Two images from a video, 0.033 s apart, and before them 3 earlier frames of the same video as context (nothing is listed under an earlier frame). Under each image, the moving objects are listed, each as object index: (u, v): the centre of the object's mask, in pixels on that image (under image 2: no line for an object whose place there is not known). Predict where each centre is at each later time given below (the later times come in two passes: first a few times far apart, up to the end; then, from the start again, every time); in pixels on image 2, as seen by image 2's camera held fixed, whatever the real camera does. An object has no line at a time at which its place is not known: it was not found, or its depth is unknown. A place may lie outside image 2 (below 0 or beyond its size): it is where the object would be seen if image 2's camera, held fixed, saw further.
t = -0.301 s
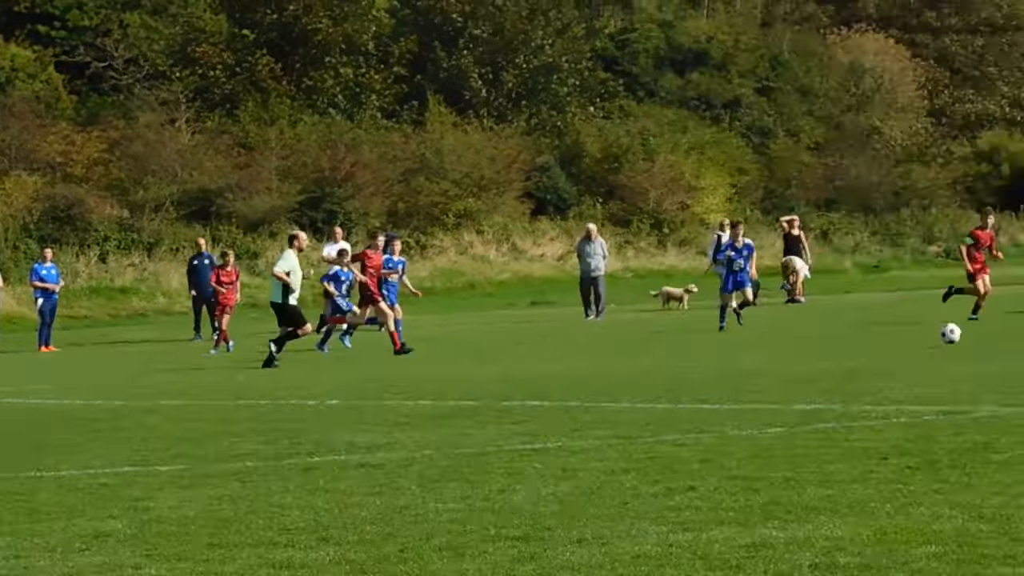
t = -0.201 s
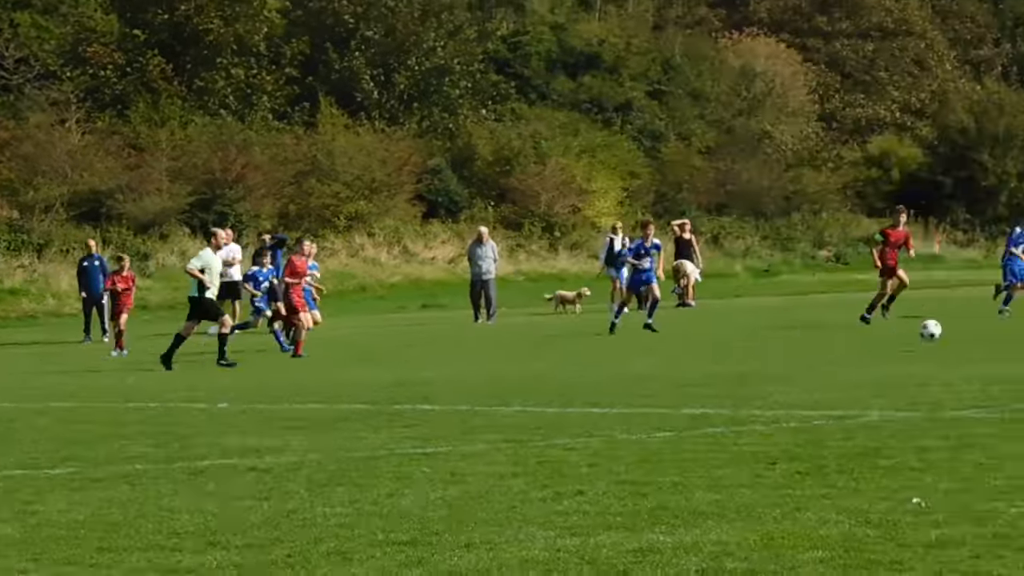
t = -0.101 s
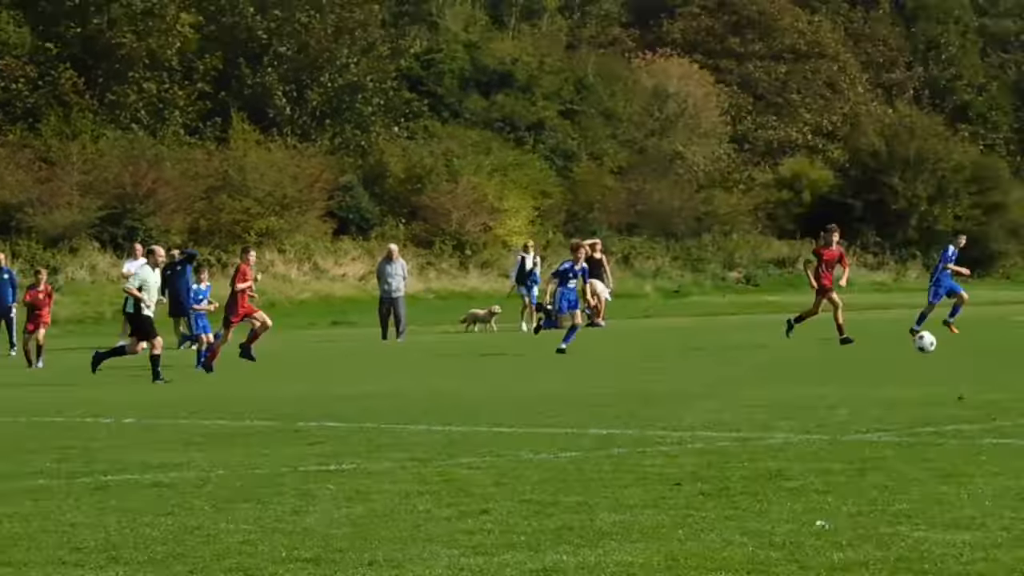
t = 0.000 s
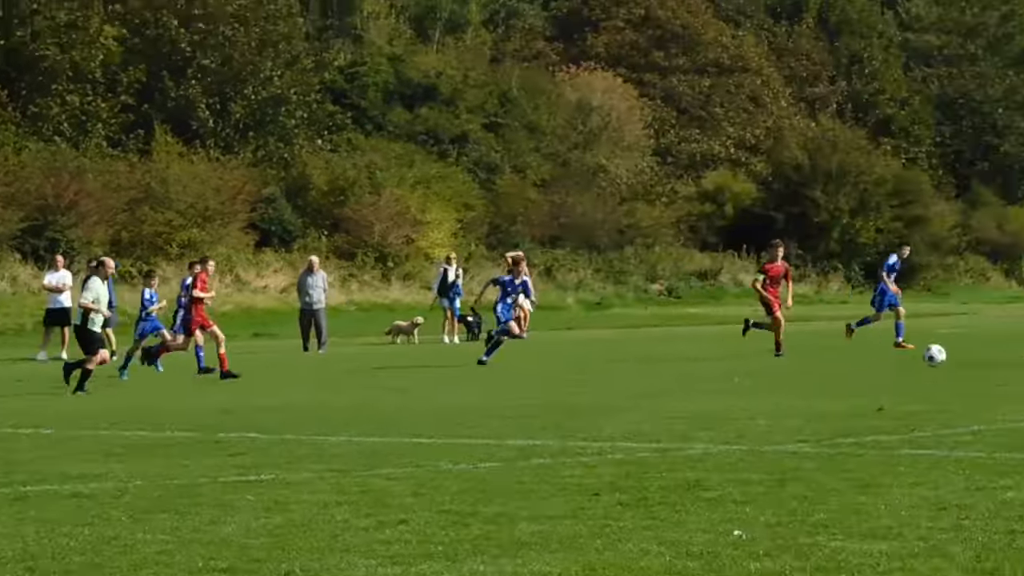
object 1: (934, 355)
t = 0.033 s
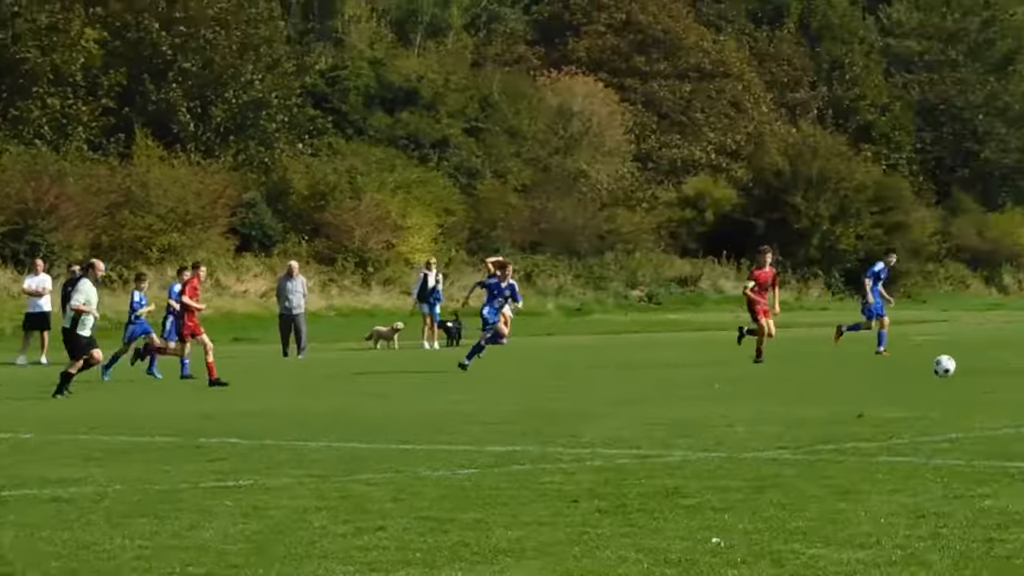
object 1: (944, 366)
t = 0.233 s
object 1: (1122, 368)
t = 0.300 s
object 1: (1177, 363)
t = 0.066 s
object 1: (977, 371)
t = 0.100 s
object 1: (1009, 378)
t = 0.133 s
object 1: (1043, 383)
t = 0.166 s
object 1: (1070, 378)
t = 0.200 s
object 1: (1097, 372)
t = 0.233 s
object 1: (1122, 368)
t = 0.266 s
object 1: (1149, 365)
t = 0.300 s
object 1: (1177, 363)
